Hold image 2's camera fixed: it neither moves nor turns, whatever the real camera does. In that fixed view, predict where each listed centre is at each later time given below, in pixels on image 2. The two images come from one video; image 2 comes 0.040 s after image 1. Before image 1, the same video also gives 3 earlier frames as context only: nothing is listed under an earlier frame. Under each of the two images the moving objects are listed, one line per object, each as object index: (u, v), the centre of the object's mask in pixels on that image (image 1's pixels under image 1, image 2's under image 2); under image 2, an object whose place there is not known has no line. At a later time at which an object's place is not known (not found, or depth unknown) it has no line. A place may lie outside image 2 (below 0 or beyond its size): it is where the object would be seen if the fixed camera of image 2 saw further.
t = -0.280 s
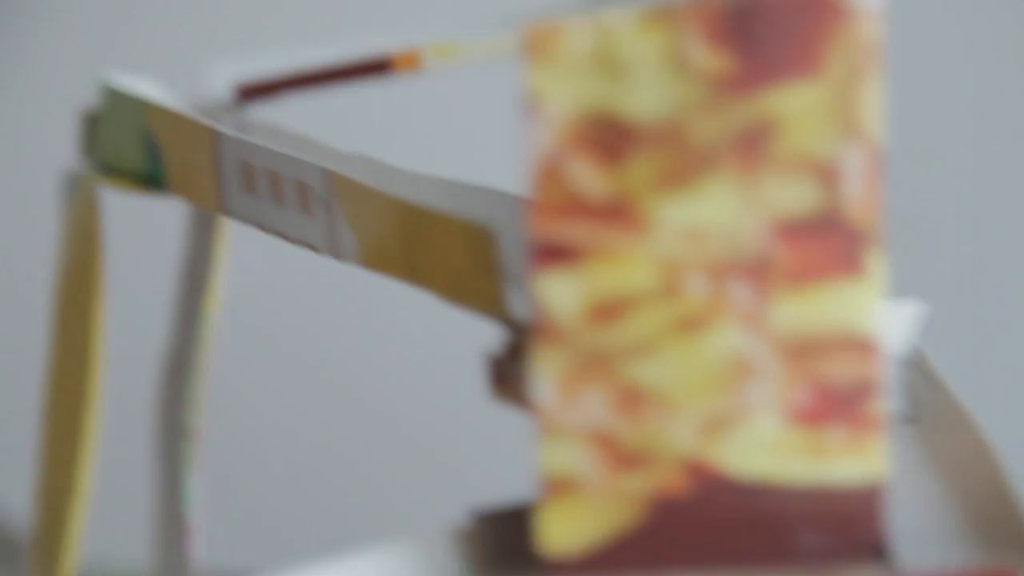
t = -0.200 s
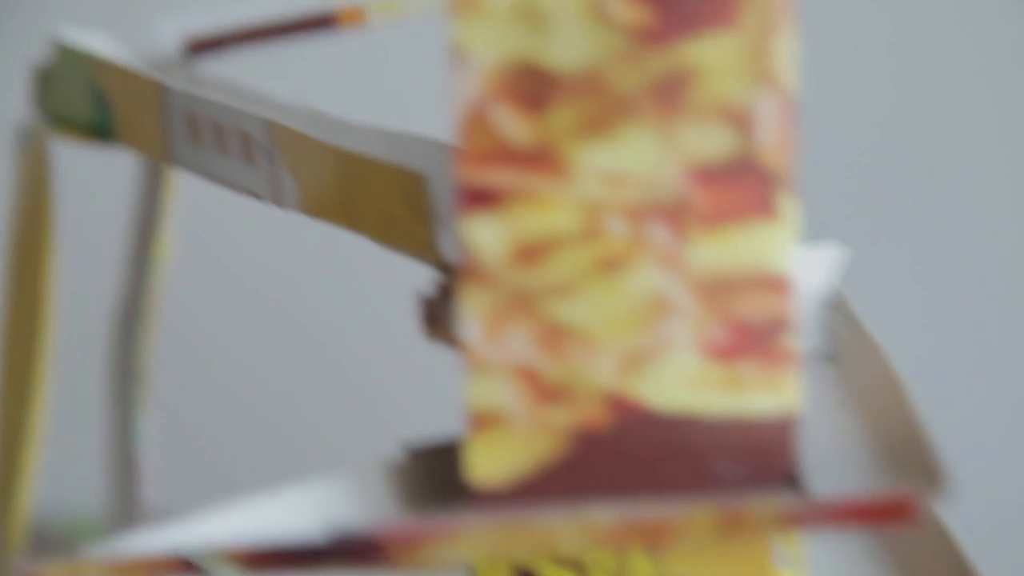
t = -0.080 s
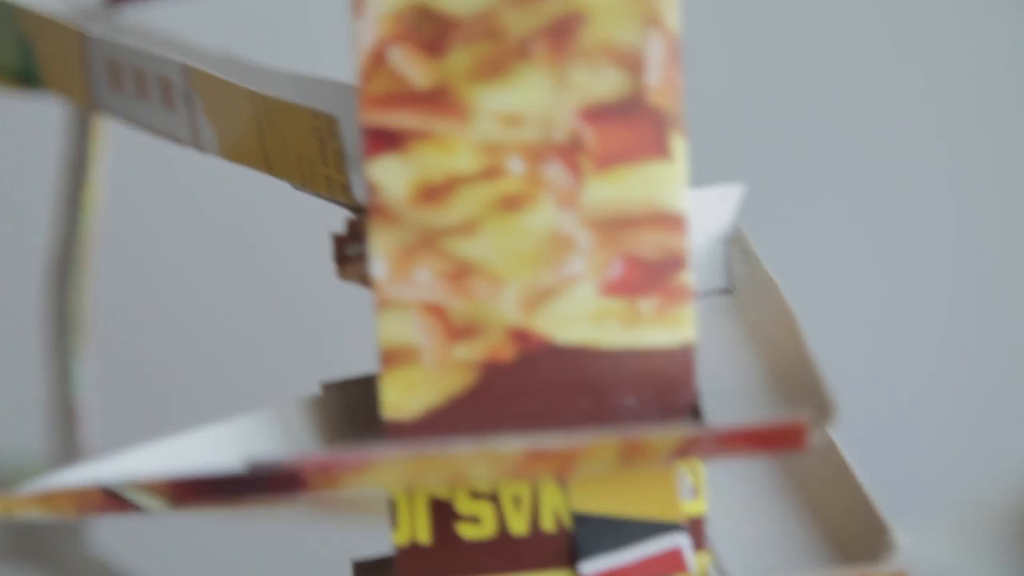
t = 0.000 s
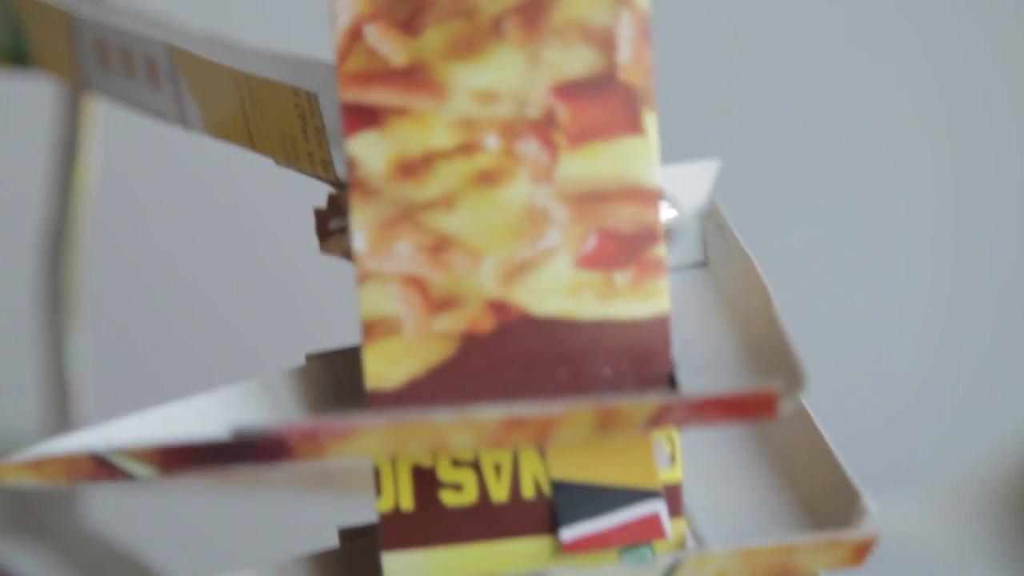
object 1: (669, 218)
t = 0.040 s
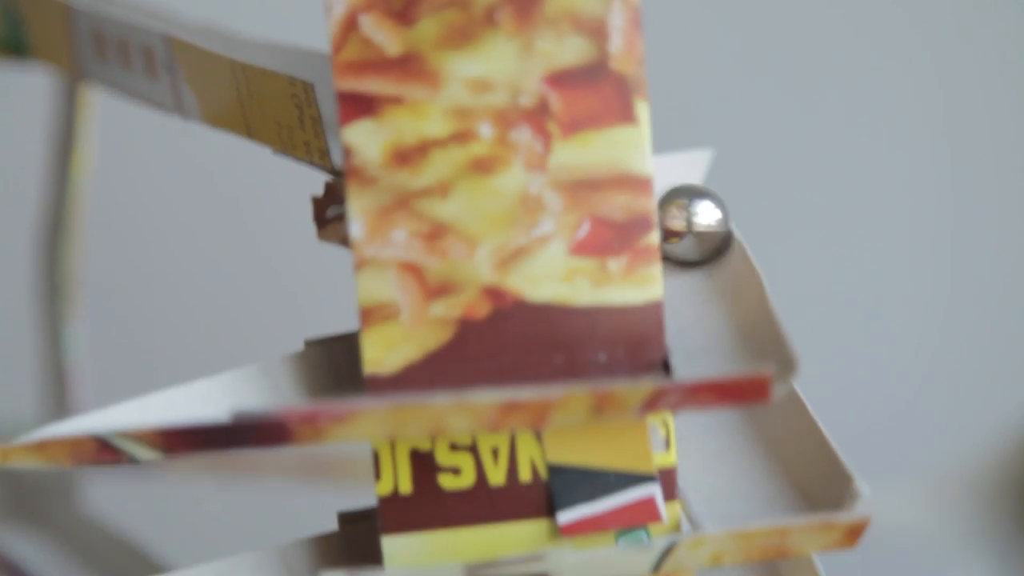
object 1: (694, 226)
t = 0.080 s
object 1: (696, 239)
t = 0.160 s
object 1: (704, 268)
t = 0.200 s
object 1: (696, 285)
